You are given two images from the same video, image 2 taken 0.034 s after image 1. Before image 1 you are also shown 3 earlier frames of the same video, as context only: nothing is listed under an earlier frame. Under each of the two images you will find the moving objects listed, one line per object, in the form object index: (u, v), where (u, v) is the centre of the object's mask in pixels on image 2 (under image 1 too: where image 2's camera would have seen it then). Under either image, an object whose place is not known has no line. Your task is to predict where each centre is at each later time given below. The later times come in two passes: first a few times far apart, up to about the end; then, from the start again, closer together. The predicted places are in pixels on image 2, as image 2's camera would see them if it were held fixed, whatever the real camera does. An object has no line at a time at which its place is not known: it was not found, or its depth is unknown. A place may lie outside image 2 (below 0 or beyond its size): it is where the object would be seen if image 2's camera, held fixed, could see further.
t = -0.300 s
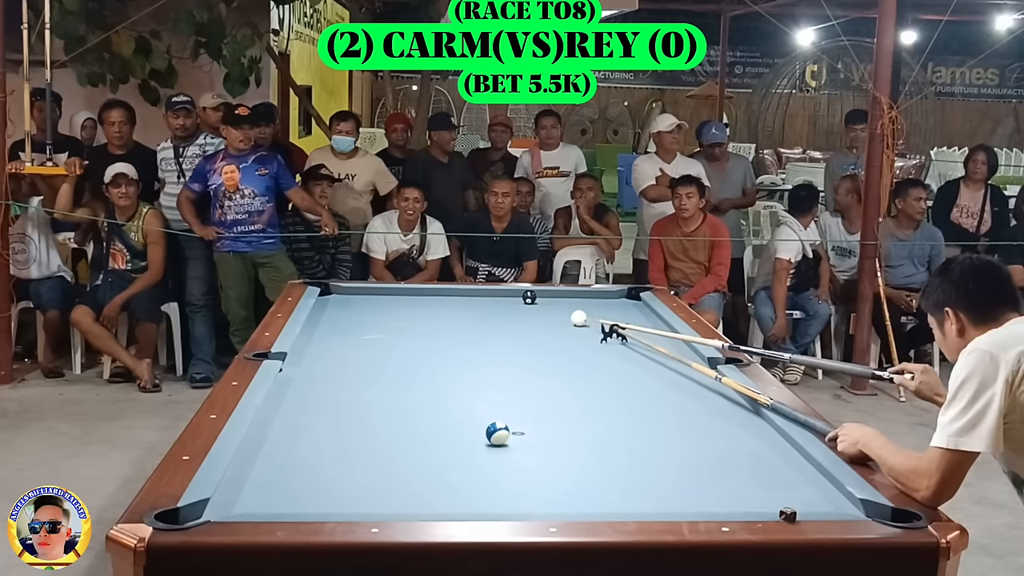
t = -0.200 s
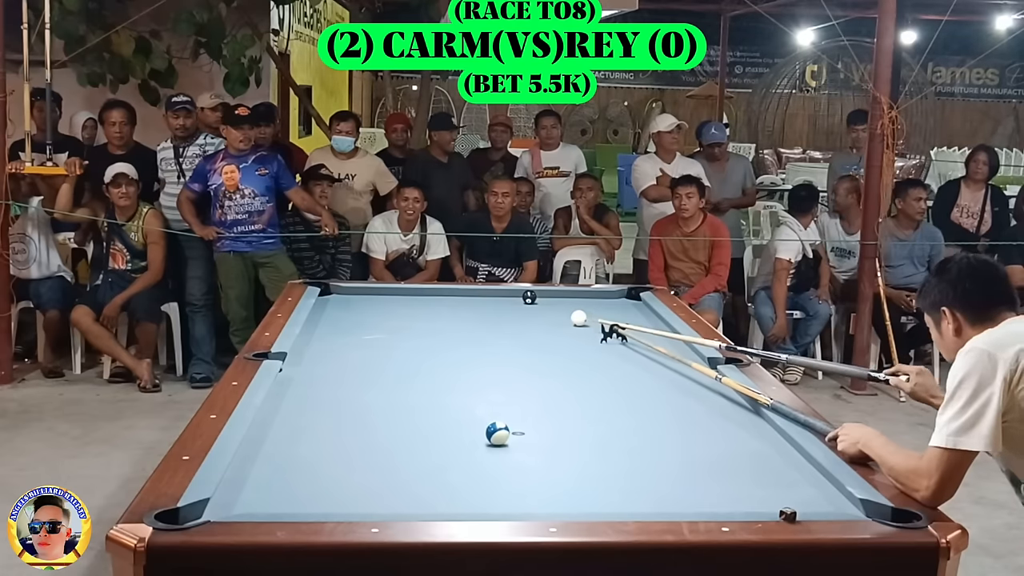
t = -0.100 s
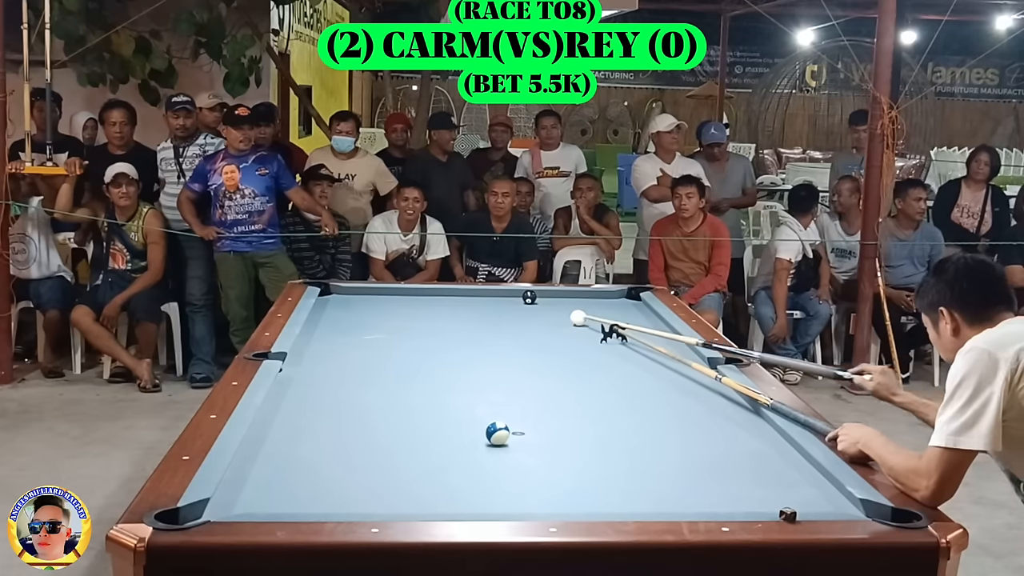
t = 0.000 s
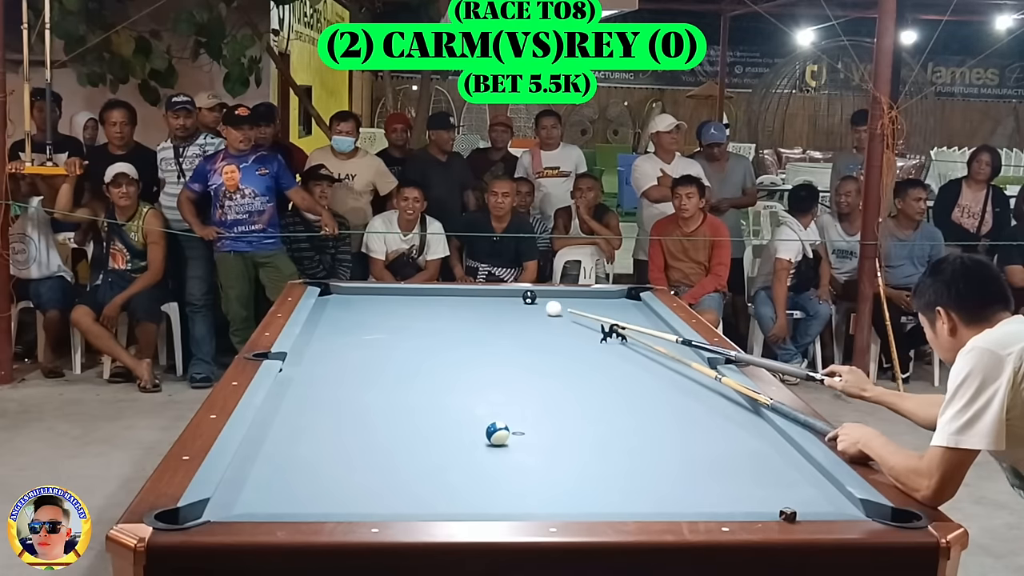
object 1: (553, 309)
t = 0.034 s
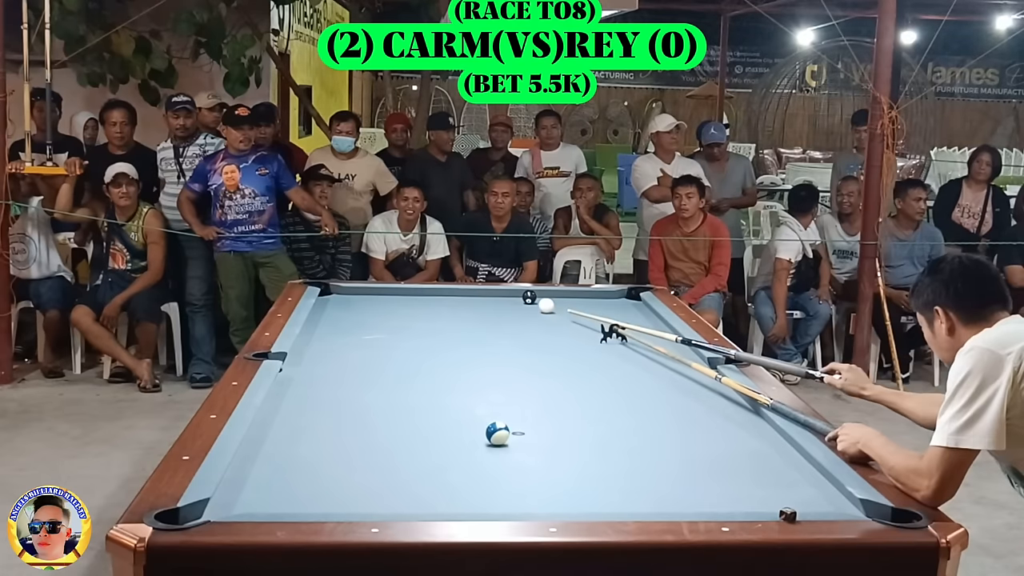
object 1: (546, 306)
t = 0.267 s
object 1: (503, 297)
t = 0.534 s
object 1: (459, 291)
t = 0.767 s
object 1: (440, 293)
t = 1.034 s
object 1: (418, 296)
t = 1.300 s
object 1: (398, 298)
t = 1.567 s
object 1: (380, 300)
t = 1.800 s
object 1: (362, 302)
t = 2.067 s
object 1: (345, 304)
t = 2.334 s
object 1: (328, 306)
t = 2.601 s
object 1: (323, 308)
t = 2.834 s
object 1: (332, 308)
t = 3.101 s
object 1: (334, 310)
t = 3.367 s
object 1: (340, 311)
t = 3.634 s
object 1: (344, 312)
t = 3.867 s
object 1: (346, 312)
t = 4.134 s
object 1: (348, 313)
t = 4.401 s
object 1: (349, 313)
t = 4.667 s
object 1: (349, 313)
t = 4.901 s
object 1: (349, 313)
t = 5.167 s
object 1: (349, 313)
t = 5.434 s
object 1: (349, 313)
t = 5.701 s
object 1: (349, 313)
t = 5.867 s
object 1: (349, 313)
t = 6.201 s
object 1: (349, 313)
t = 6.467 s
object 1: (349, 313)
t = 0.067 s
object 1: (539, 303)
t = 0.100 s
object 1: (532, 300)
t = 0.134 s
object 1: (526, 299)
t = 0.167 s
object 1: (520, 299)
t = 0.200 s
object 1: (514, 299)
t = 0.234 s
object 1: (509, 298)
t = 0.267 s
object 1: (503, 297)
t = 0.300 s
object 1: (497, 297)
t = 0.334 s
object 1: (492, 296)
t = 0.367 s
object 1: (486, 295)
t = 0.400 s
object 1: (481, 294)
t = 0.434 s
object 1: (475, 294)
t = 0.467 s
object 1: (469, 293)
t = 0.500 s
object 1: (464, 292)
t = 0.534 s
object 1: (459, 291)
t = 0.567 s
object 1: (456, 291)
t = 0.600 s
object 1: (453, 292)
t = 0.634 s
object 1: (450, 292)
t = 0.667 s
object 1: (448, 292)
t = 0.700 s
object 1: (445, 293)
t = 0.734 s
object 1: (442, 293)
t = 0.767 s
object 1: (440, 293)
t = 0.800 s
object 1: (437, 294)
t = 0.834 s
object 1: (434, 294)
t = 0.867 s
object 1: (432, 294)
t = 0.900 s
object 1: (429, 295)
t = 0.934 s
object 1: (426, 295)
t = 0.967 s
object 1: (424, 295)
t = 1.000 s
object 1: (421, 295)
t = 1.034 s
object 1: (418, 296)
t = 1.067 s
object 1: (416, 296)
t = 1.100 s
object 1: (413, 296)
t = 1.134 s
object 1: (411, 297)
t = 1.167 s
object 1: (408, 297)
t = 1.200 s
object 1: (406, 297)
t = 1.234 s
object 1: (403, 297)
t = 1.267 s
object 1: (400, 298)
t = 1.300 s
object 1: (398, 298)
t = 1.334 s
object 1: (395, 298)
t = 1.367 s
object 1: (395, 298)
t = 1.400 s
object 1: (392, 299)
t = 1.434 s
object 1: (389, 299)
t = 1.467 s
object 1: (387, 299)
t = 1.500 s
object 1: (385, 299)
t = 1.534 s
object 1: (382, 300)
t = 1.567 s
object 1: (380, 300)
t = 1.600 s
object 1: (377, 300)
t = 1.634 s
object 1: (375, 301)
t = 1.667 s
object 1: (372, 301)
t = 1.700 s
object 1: (370, 301)
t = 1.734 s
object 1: (368, 302)
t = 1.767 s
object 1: (365, 302)
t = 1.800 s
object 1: (362, 302)
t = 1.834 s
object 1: (360, 302)
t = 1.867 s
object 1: (358, 303)
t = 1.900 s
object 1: (356, 303)
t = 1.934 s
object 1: (354, 303)
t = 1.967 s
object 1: (351, 303)
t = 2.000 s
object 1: (349, 304)
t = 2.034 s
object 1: (347, 304)
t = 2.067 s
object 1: (345, 304)
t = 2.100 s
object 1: (343, 304)
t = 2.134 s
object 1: (340, 305)
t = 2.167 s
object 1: (338, 305)
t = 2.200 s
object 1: (336, 305)
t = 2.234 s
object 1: (334, 305)
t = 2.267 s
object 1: (332, 306)
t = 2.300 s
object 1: (330, 306)
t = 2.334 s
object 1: (328, 306)
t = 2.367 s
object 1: (326, 306)
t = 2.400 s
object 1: (324, 307)
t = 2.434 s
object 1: (322, 307)
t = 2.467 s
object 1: (320, 307)
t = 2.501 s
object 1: (320, 307)
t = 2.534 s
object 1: (321, 307)
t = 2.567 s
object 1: (322, 308)
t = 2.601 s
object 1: (323, 308)
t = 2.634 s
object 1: (324, 308)
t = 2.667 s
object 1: (325, 308)
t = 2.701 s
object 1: (325, 308)
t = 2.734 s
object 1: (326, 309)
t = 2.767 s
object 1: (327, 309)
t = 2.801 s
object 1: (328, 309)
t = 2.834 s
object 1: (332, 308)
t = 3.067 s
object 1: (334, 310)
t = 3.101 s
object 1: (334, 310)
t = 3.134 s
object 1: (335, 311)
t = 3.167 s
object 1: (336, 311)
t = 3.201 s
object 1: (336, 311)
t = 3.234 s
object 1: (337, 311)
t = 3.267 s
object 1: (338, 311)
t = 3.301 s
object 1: (338, 311)
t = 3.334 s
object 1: (339, 311)
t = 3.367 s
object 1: (340, 311)
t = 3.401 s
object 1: (340, 311)
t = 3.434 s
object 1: (341, 311)
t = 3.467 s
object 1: (341, 312)
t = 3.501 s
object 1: (342, 312)
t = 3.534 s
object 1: (342, 312)
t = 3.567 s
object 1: (343, 312)
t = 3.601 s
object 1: (343, 312)
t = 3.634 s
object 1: (344, 312)
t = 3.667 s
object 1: (344, 312)
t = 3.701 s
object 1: (344, 312)
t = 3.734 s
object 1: (345, 312)
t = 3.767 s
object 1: (345, 312)
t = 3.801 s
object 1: (345, 312)
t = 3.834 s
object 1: (346, 312)
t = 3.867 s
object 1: (346, 312)
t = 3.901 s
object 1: (347, 312)
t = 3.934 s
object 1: (347, 312)
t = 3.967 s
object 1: (347, 312)
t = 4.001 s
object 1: (347, 313)
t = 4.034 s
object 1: (348, 313)
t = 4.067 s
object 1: (348, 313)
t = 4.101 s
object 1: (348, 313)
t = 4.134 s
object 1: (348, 313)
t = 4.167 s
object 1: (349, 313)
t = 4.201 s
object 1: (349, 313)
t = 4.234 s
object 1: (349, 313)
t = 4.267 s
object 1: (349, 313)
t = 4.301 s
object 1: (349, 313)
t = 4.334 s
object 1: (349, 313)
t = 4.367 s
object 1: (349, 313)
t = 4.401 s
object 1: (349, 313)
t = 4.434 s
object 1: (349, 313)
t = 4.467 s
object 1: (349, 313)
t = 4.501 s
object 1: (349, 313)
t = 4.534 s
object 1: (349, 313)
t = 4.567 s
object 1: (349, 313)
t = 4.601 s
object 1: (349, 313)
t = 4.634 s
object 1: (349, 313)
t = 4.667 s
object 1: (349, 313)
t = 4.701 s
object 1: (349, 313)
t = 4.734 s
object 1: (349, 313)
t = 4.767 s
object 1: (349, 313)
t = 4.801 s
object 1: (349, 313)
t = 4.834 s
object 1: (349, 313)
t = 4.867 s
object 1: (349, 313)
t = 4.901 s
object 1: (349, 313)
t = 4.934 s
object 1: (349, 313)
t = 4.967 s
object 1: (349, 313)
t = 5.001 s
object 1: (349, 313)
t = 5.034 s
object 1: (349, 313)
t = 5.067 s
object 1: (349, 313)
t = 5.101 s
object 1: (349, 313)
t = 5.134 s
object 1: (349, 313)
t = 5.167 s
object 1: (349, 313)
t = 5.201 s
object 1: (349, 313)
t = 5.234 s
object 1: (349, 313)
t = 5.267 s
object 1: (349, 313)
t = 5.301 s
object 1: (349, 313)
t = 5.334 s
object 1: (349, 313)
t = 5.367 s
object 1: (349, 313)
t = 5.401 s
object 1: (349, 313)
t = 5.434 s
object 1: (349, 313)
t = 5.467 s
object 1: (349, 313)
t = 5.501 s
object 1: (349, 313)
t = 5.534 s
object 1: (349, 313)
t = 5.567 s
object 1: (349, 313)
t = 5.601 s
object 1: (349, 313)
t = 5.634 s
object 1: (349, 313)
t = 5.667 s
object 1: (349, 313)
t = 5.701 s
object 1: (349, 313)
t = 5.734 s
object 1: (349, 313)
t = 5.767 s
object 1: (349, 313)
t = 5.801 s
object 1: (349, 313)
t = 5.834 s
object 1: (349, 313)
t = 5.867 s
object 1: (349, 313)
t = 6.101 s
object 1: (349, 312)
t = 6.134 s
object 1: (349, 313)
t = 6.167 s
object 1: (349, 313)
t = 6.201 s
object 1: (349, 313)
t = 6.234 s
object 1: (349, 313)
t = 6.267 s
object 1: (349, 313)
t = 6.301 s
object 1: (349, 313)
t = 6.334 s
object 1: (349, 313)
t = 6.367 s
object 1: (349, 313)
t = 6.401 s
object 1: (349, 313)
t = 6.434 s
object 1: (349, 313)
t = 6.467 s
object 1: (349, 313)
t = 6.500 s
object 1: (349, 313)
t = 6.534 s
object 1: (349, 313)
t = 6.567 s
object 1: (349, 313)
